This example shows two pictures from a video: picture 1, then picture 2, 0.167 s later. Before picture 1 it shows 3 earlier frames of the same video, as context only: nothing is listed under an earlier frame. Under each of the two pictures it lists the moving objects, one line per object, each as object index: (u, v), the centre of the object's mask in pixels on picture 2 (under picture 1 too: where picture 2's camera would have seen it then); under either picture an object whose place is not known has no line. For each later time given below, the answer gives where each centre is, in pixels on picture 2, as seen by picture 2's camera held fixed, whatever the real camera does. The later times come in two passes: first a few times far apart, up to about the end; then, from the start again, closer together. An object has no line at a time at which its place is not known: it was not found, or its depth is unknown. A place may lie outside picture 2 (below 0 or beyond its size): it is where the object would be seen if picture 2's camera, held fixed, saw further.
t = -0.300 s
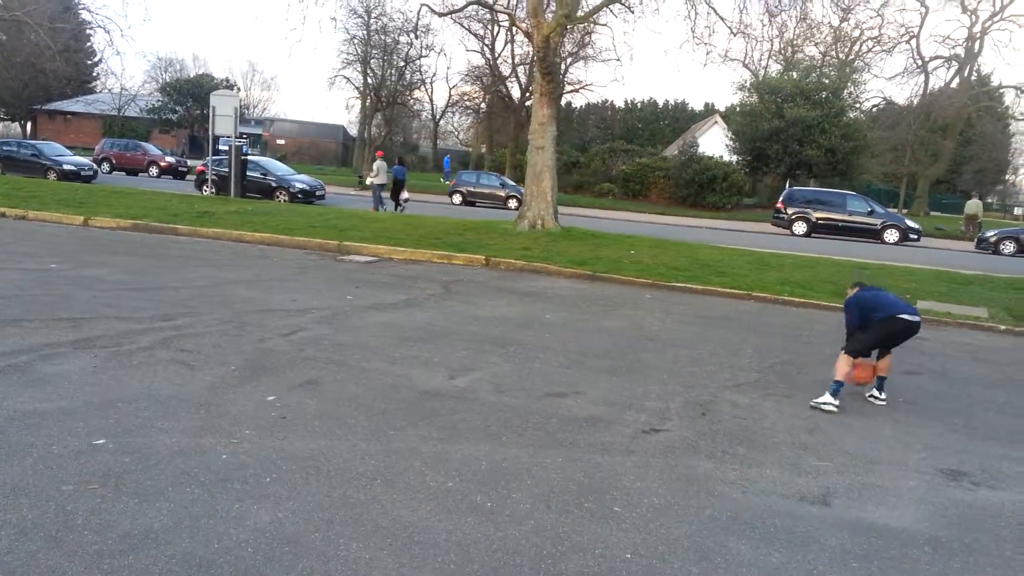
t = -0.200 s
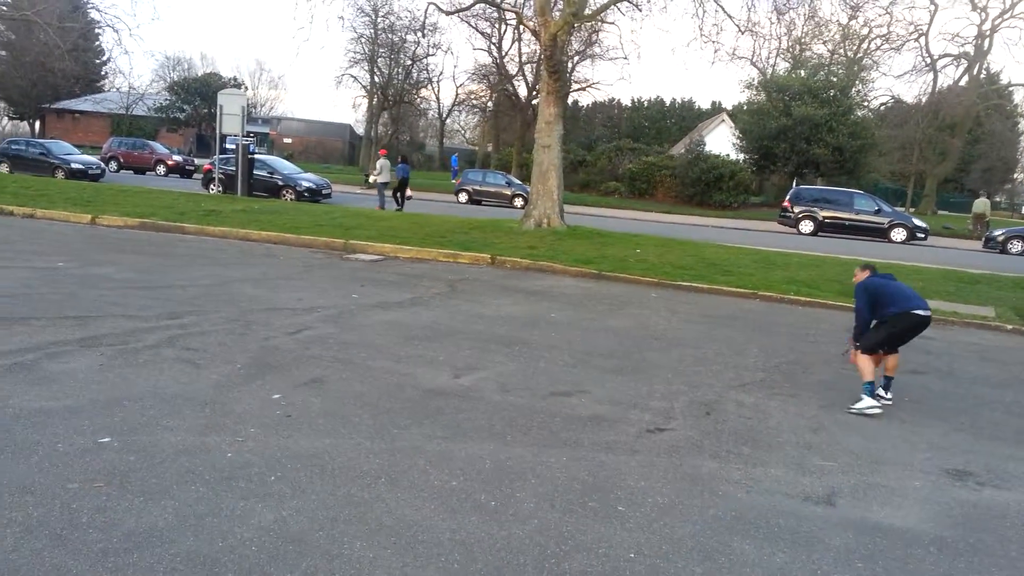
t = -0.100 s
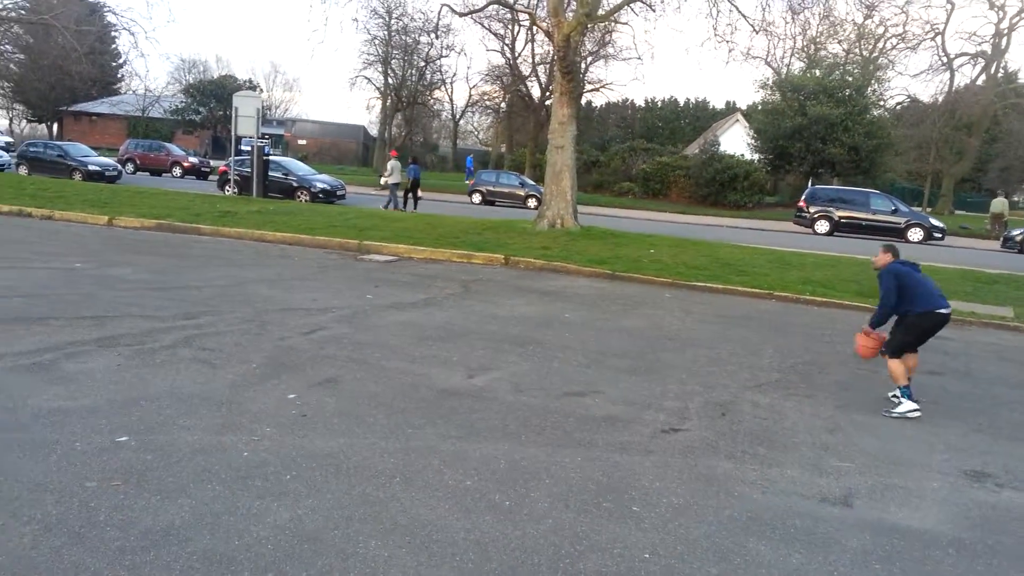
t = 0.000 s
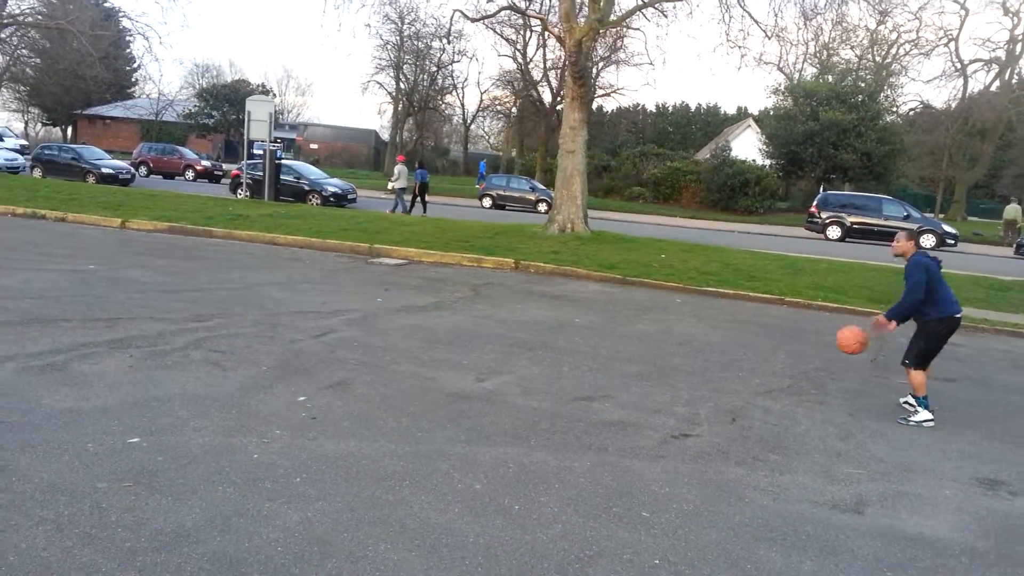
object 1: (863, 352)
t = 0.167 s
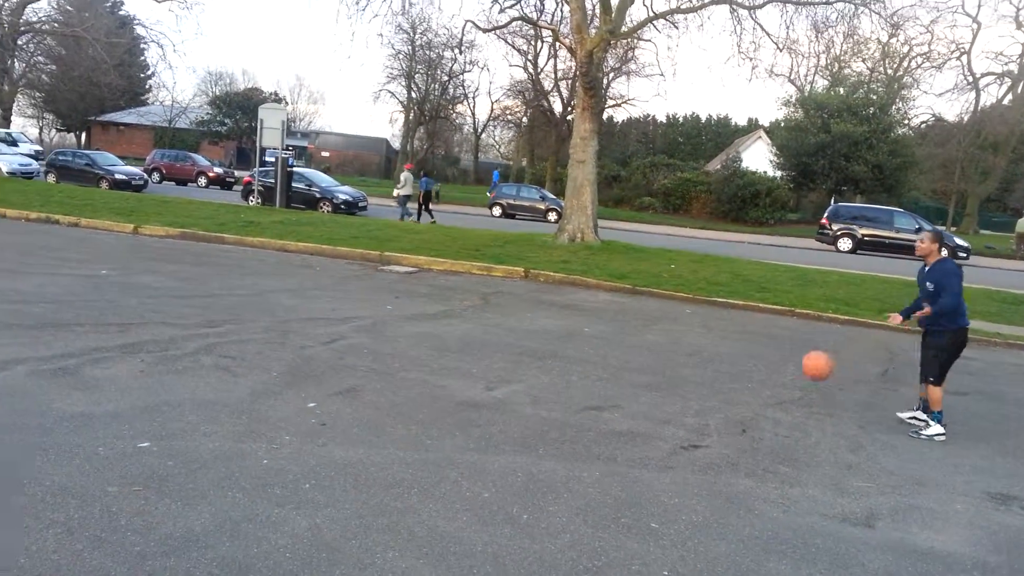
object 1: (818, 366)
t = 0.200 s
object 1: (808, 372)
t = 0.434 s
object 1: (752, 382)
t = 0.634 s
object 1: (716, 372)
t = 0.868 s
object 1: (664, 420)
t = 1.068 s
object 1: (628, 394)
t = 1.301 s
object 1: (573, 433)
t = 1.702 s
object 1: (468, 442)
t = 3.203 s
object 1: (-105, 507)
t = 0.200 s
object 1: (808, 372)
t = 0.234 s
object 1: (799, 380)
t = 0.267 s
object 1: (788, 389)
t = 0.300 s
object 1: (777, 399)
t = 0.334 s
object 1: (767, 405)
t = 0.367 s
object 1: (763, 396)
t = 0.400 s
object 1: (758, 388)
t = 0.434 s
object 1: (752, 382)
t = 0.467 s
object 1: (747, 377)
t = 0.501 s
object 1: (742, 373)
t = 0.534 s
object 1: (736, 371)
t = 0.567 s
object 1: (729, 370)
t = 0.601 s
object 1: (723, 370)
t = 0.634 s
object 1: (716, 372)
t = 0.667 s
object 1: (710, 376)
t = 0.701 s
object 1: (703, 380)
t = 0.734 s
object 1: (695, 386)
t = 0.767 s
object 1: (687, 394)
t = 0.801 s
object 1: (679, 403)
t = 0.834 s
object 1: (671, 413)
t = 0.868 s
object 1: (664, 420)
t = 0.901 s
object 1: (658, 411)
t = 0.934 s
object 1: (652, 405)
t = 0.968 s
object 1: (647, 400)
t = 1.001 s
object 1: (640, 396)
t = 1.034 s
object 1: (634, 395)
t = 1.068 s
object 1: (628, 394)
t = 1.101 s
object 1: (621, 395)
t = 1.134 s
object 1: (613, 397)
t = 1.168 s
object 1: (606, 400)
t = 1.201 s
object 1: (598, 407)
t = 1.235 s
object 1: (590, 414)
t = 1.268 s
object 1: (580, 423)
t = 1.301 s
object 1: (573, 433)
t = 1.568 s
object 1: (506, 423)
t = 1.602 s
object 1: (498, 428)
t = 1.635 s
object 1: (487, 435)
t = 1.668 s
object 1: (477, 446)
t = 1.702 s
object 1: (468, 442)
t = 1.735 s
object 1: (459, 437)
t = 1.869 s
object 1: (418, 437)
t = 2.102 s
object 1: (345, 447)
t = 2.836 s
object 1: (59, 488)
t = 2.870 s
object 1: (45, 490)
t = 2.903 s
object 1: (31, 490)
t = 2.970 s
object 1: (1, 495)
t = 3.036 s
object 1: (-29, 497)
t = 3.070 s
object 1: (-44, 498)
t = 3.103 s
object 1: (-61, 500)
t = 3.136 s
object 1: (-76, 503)
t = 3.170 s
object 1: (-91, 506)
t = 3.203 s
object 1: (-105, 507)
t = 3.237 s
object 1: (-124, 510)
